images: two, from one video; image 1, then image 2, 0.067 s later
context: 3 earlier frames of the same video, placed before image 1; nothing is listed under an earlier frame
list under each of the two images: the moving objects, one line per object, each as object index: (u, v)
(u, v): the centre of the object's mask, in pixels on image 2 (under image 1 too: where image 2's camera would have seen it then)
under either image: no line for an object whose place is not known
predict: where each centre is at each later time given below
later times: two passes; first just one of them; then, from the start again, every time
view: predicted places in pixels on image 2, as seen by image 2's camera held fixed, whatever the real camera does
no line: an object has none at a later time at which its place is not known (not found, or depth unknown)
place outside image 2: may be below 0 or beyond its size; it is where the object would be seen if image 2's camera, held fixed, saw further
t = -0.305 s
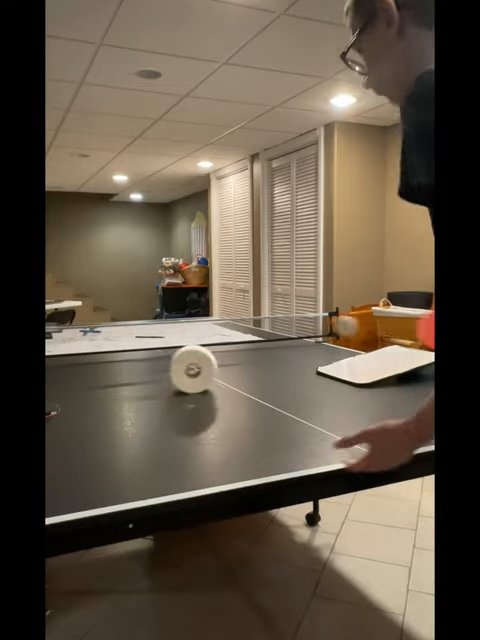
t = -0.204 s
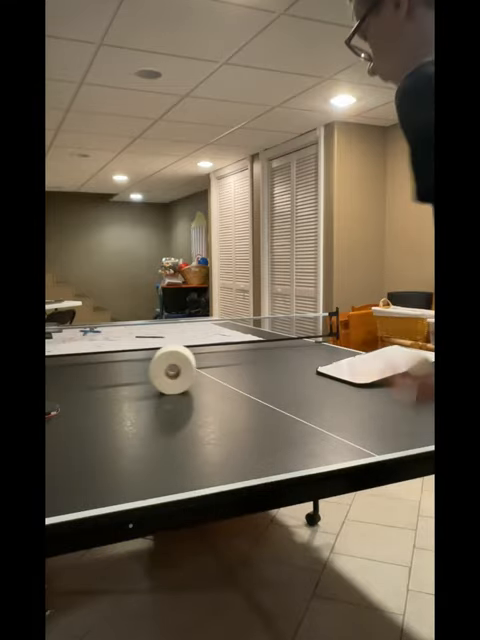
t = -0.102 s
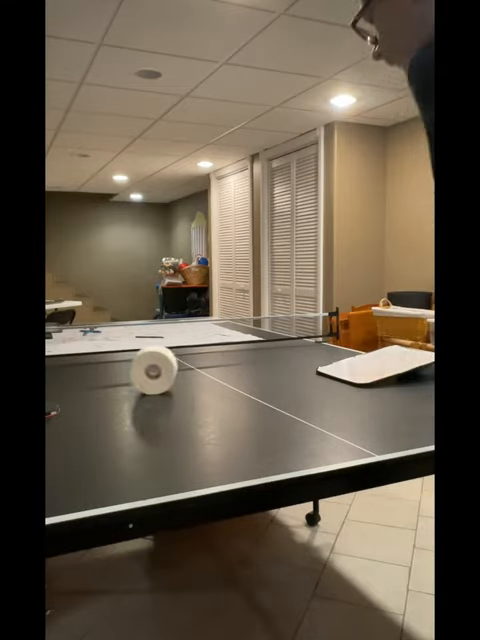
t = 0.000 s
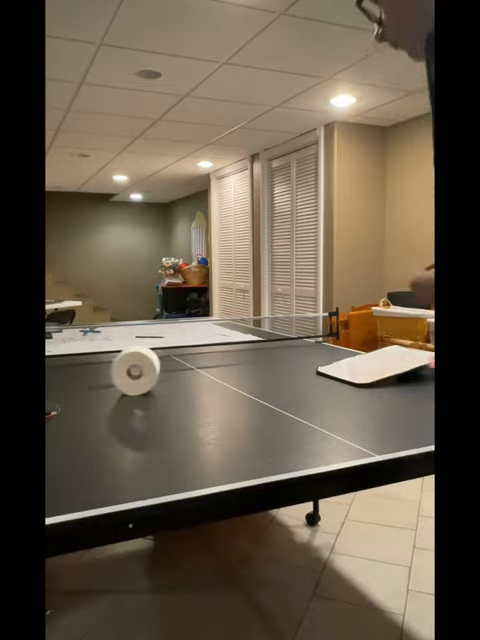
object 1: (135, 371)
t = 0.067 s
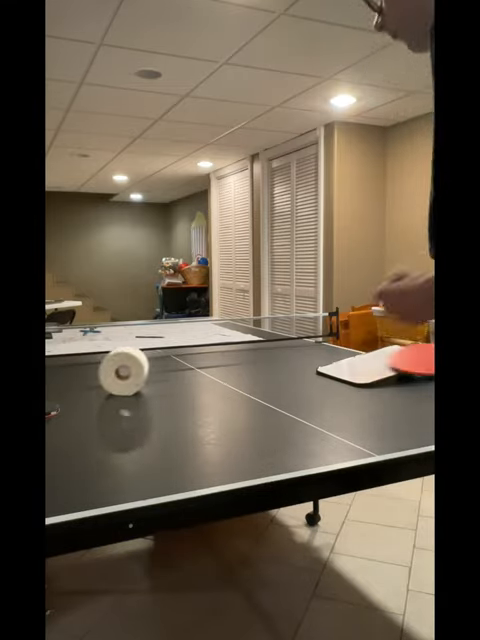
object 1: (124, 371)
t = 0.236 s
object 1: (95, 371)
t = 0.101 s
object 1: (118, 371)
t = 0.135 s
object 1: (112, 372)
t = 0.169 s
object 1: (106, 371)
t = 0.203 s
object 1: (101, 371)
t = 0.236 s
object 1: (95, 371)
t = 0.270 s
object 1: (91, 371)
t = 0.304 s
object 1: (85, 372)
